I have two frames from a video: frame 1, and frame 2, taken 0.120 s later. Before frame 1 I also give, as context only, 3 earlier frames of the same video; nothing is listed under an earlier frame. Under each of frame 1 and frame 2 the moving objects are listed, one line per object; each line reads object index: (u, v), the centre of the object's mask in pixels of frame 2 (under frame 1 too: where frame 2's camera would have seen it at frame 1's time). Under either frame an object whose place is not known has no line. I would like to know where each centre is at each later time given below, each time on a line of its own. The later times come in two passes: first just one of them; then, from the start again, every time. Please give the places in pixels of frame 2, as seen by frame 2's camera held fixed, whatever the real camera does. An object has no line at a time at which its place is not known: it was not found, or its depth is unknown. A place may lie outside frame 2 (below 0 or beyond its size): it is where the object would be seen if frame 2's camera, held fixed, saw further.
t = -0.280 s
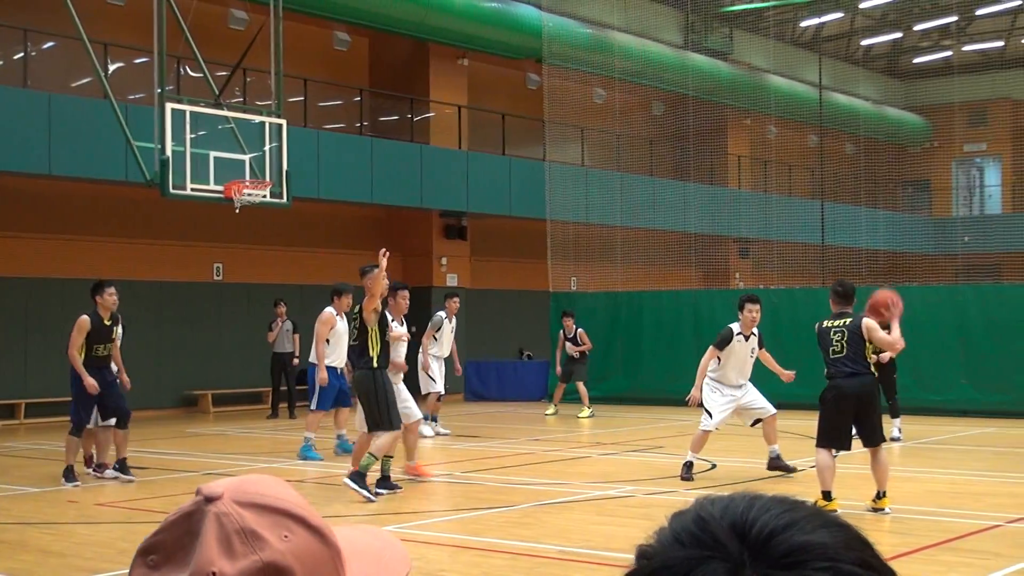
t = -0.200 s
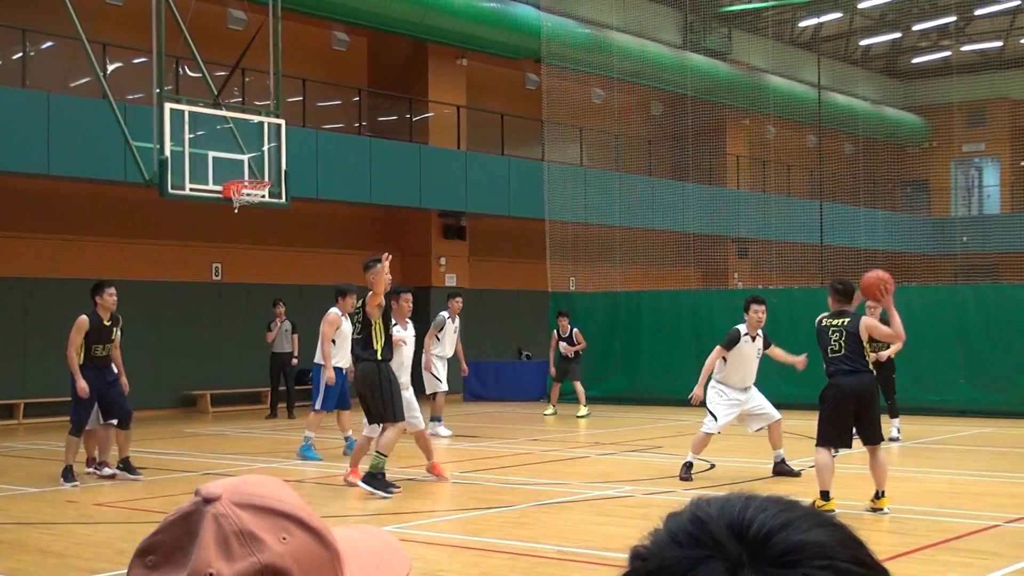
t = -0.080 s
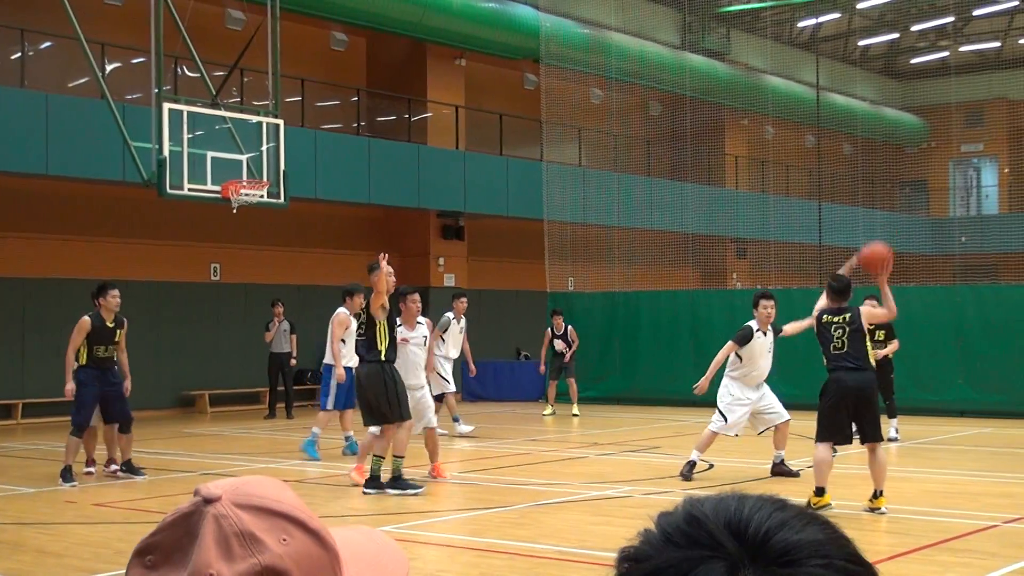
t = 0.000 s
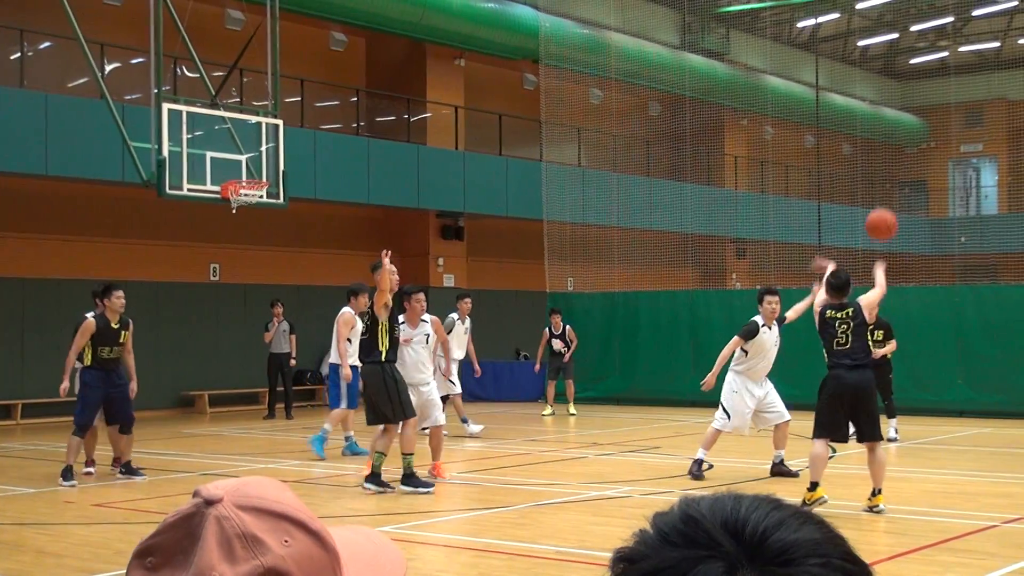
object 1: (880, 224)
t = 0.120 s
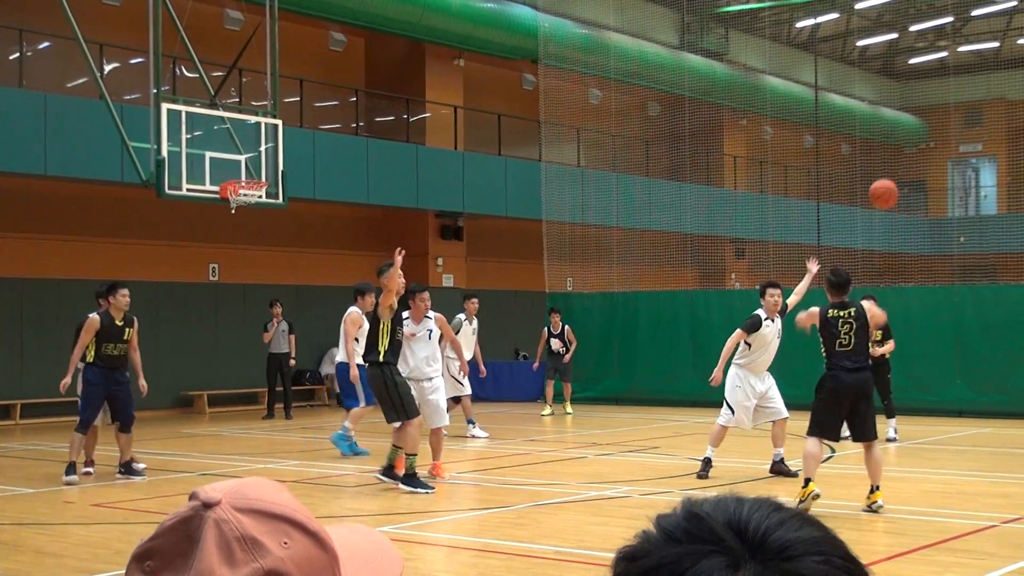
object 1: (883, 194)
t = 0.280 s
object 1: (886, 183)
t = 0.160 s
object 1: (884, 188)
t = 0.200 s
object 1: (885, 185)
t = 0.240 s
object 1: (886, 183)
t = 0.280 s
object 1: (886, 183)
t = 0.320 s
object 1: (887, 185)
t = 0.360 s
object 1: (888, 187)
